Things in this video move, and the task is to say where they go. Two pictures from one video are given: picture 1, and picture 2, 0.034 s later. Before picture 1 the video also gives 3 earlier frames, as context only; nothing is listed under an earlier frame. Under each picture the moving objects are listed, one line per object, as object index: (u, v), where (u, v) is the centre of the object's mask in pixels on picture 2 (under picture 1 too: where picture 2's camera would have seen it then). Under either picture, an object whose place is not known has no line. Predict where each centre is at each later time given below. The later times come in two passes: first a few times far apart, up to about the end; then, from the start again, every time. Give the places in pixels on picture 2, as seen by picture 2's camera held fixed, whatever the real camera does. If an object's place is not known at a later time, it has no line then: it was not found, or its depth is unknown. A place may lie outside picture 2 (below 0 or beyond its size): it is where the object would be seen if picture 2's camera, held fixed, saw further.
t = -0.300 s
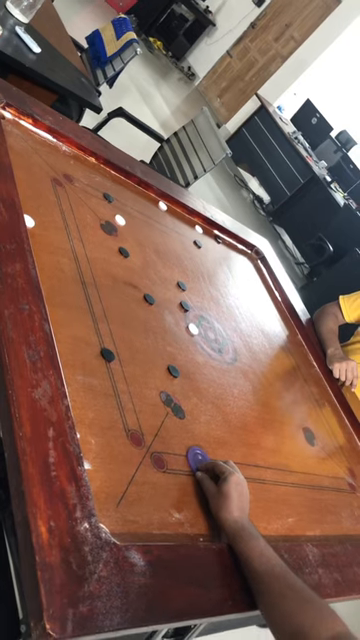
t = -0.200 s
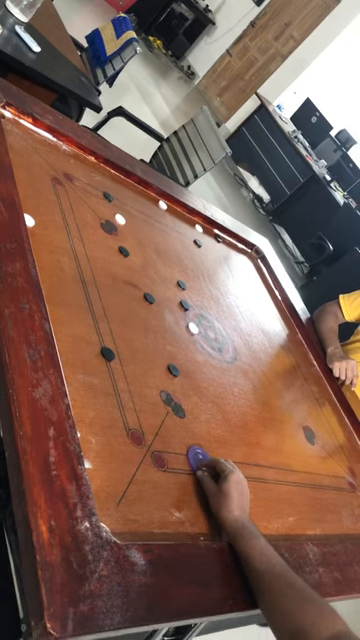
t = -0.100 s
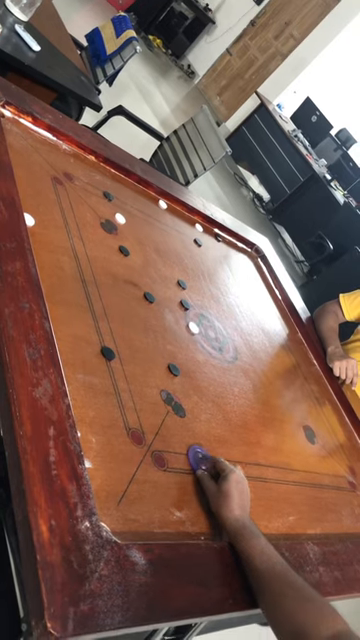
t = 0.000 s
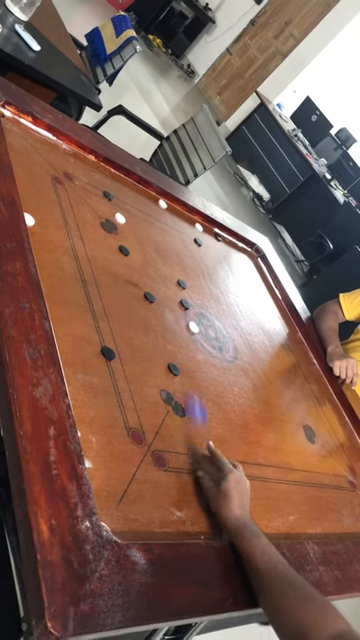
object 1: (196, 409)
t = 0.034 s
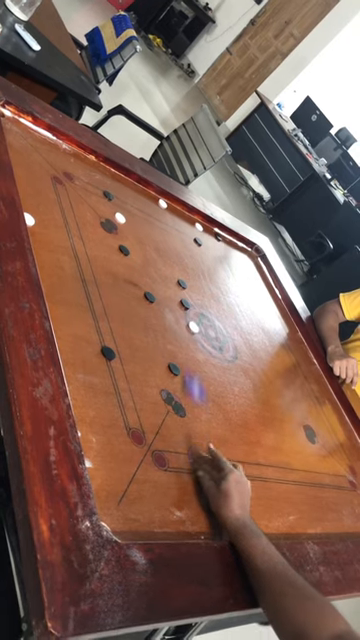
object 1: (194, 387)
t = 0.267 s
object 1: (185, 303)
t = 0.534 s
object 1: (181, 282)
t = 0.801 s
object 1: (180, 279)
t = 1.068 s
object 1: (181, 279)
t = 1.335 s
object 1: (181, 279)
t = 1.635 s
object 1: (181, 279)
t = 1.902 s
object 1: (181, 279)
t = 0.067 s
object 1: (193, 369)
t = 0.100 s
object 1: (191, 351)
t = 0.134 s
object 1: (190, 336)
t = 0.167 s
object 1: (189, 323)
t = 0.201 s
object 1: (187, 315)
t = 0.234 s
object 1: (186, 307)
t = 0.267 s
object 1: (185, 303)
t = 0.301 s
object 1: (184, 299)
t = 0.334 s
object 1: (184, 295)
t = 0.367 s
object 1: (183, 293)
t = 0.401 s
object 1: (182, 290)
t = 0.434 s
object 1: (182, 287)
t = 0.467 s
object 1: (181, 285)
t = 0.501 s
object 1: (181, 283)
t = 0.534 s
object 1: (181, 282)
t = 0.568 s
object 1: (180, 281)
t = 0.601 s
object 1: (181, 280)
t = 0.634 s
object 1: (180, 280)
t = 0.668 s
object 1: (180, 279)
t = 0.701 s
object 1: (181, 279)
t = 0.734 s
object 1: (181, 279)
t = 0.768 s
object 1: (181, 279)
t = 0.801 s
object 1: (180, 279)
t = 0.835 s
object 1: (180, 279)
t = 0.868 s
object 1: (180, 279)
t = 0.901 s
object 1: (181, 279)
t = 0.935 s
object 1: (180, 279)
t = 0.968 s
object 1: (181, 279)
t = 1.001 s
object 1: (181, 279)
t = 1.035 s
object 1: (181, 279)
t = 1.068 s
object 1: (181, 279)
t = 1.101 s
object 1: (181, 279)
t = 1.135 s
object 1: (181, 279)
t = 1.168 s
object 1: (181, 279)
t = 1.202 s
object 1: (181, 279)
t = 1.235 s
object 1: (181, 279)
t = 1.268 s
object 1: (181, 279)
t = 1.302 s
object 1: (181, 279)
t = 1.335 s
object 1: (181, 279)
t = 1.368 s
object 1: (181, 279)
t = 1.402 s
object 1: (181, 279)
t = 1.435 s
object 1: (181, 279)
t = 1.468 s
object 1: (181, 279)
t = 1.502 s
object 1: (181, 279)
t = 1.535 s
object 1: (181, 279)
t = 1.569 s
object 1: (181, 279)
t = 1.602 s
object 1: (181, 279)
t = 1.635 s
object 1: (181, 279)
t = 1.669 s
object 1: (181, 279)
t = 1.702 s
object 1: (181, 279)
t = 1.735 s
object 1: (181, 279)
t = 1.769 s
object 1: (181, 279)
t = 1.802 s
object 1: (181, 279)
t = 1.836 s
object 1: (181, 279)
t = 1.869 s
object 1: (181, 279)
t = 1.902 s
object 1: (181, 279)
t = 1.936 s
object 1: (181, 279)
